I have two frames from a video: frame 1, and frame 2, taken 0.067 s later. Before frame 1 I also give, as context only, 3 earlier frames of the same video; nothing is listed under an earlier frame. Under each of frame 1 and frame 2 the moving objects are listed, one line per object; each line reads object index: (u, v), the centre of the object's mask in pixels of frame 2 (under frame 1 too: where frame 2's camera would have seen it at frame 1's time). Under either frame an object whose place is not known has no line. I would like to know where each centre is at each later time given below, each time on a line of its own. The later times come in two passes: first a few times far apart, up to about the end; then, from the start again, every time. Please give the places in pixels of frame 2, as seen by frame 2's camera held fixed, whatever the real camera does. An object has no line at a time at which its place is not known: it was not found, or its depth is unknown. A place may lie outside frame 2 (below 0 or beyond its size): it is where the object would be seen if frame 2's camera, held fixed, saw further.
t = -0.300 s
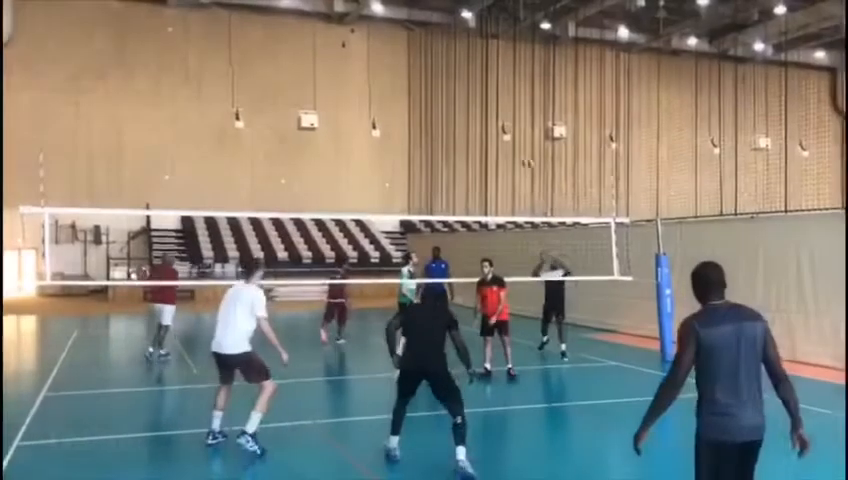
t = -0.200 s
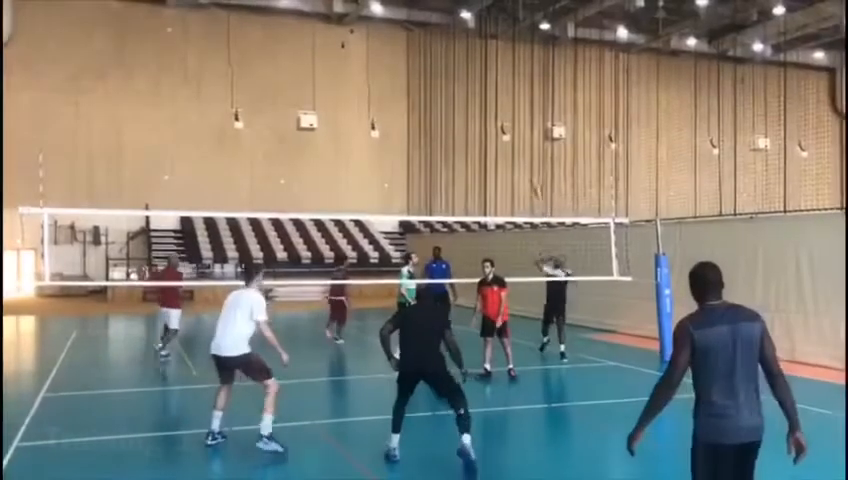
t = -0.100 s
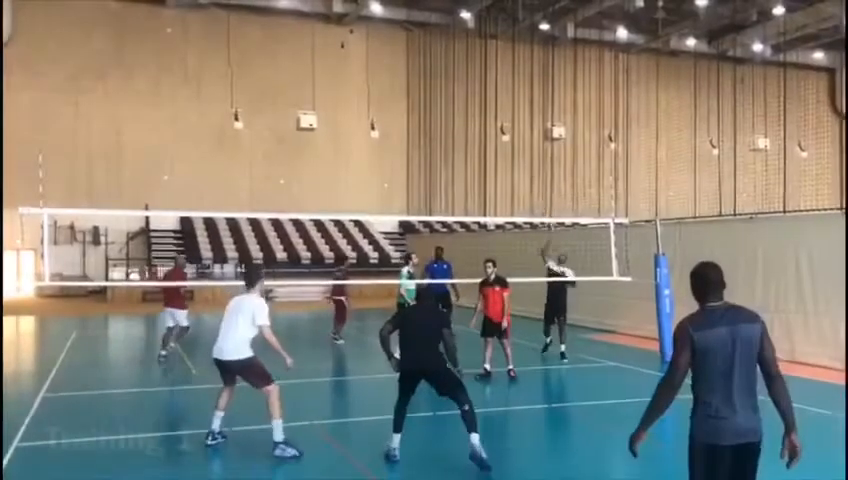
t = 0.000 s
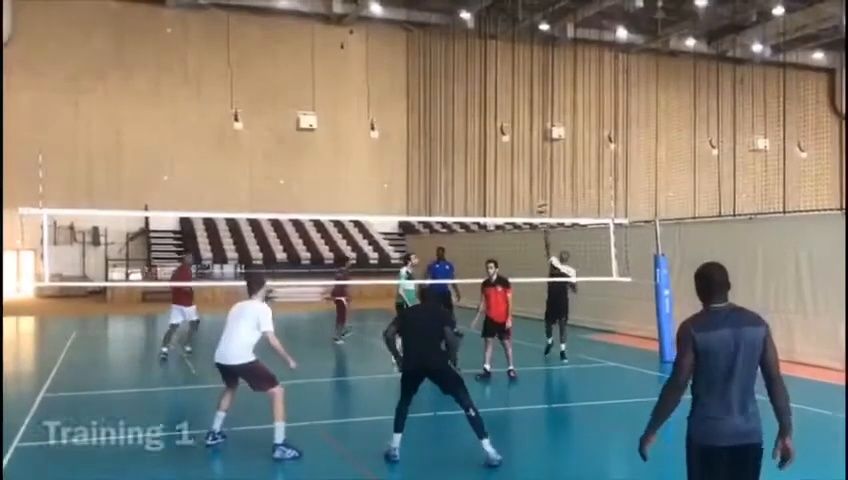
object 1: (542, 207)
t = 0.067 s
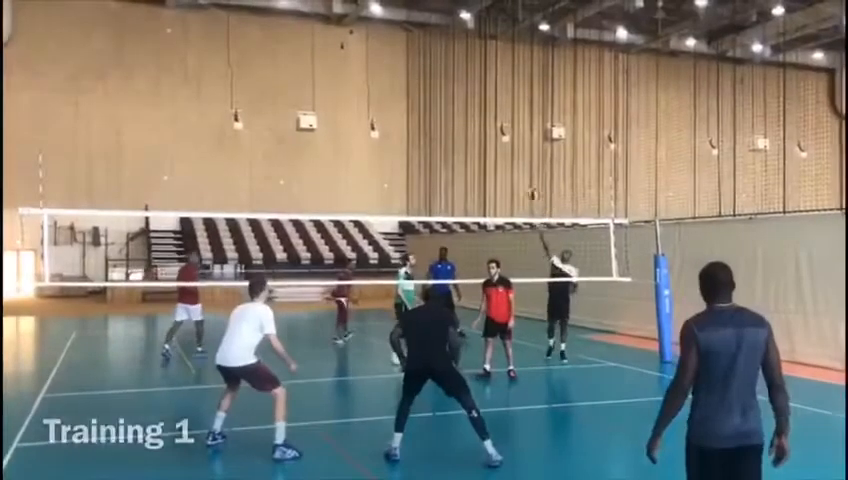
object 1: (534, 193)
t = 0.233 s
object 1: (511, 166)
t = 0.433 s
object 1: (479, 152)
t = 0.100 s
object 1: (529, 186)
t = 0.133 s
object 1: (525, 181)
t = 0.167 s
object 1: (521, 175)
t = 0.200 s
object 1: (516, 170)
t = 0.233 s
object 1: (511, 166)
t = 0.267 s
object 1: (505, 161)
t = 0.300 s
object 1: (501, 157)
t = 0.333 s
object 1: (496, 155)
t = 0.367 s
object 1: (490, 155)
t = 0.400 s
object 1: (484, 152)
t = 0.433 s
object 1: (479, 152)
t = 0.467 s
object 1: (474, 156)
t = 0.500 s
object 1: (464, 158)
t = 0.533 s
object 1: (457, 162)
